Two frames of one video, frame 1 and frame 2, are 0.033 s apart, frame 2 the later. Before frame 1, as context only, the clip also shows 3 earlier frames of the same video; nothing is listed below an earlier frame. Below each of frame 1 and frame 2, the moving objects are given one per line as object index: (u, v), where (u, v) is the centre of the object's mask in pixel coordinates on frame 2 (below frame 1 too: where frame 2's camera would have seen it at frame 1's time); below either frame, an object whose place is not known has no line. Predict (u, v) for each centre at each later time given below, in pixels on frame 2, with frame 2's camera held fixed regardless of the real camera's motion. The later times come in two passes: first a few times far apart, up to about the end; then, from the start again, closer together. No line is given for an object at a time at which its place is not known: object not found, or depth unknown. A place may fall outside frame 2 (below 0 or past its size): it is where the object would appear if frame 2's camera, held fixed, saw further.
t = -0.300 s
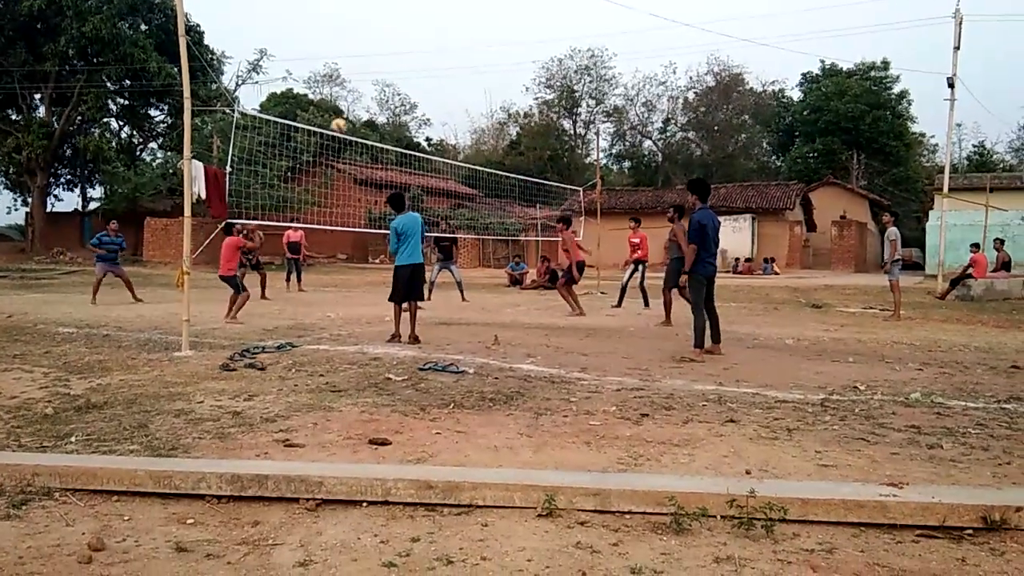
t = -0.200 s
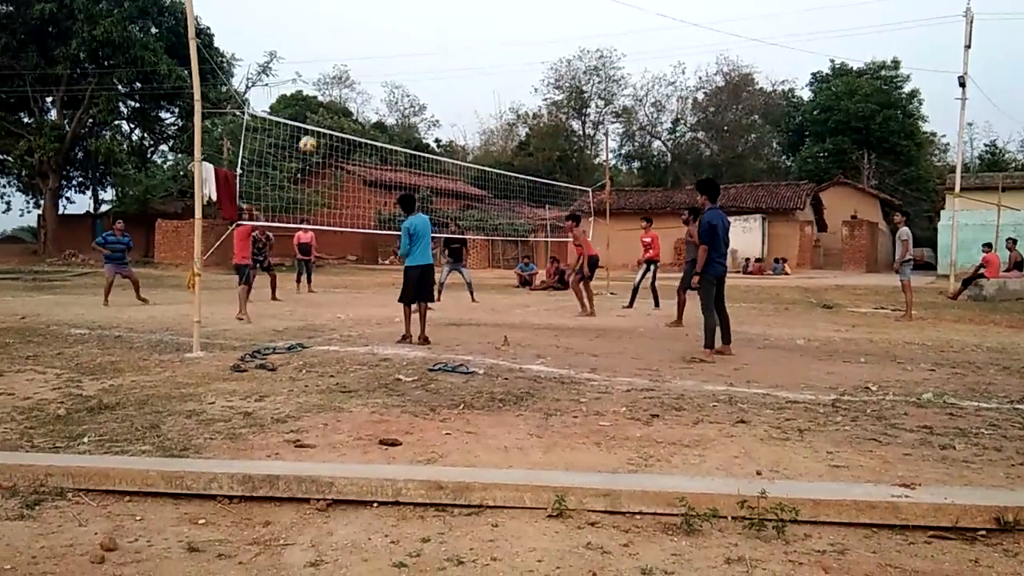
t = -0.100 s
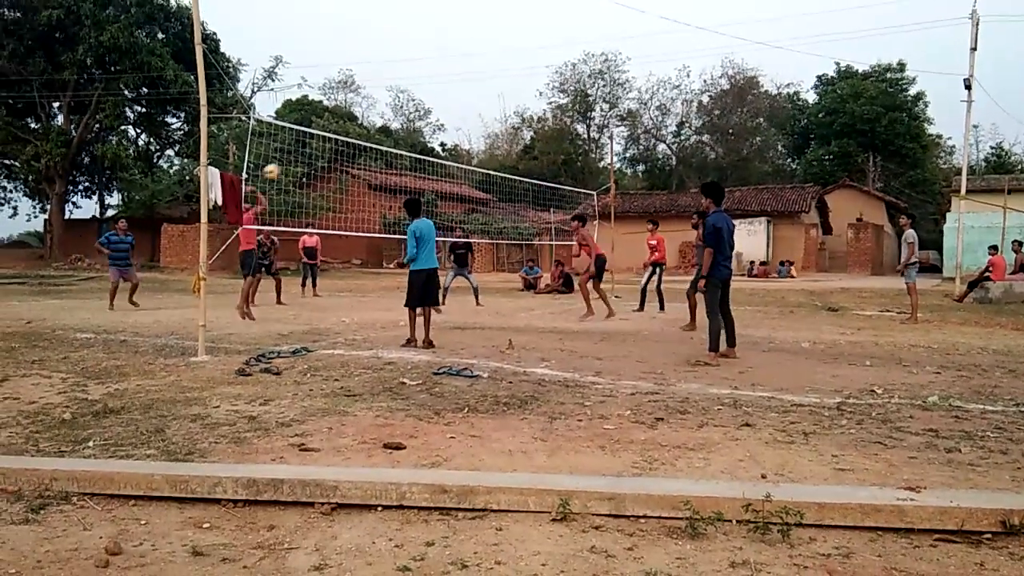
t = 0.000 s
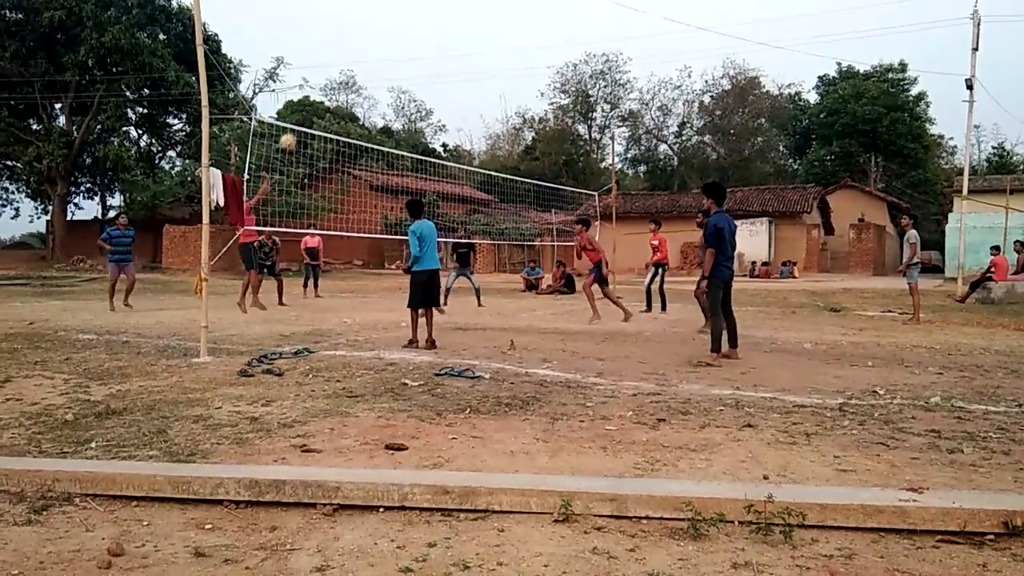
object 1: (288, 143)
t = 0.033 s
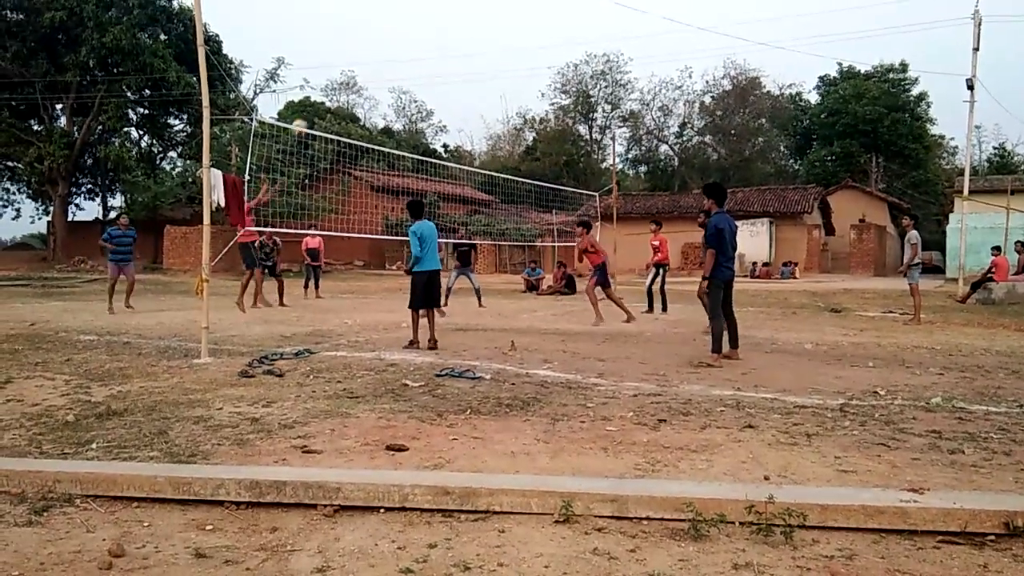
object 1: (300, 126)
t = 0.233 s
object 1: (358, 58)
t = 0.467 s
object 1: (421, 13)
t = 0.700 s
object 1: (480, 5)
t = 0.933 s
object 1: (535, 33)
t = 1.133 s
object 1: (577, 80)
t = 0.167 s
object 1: (340, 77)
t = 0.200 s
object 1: (349, 67)
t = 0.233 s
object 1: (358, 58)
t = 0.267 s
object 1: (368, 49)
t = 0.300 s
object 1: (377, 40)
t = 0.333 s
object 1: (386, 33)
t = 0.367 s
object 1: (394, 27)
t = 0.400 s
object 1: (403, 21)
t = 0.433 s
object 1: (412, 16)
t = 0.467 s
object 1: (421, 13)
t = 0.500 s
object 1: (430, 9)
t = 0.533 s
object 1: (438, 7)
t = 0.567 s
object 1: (446, 5)
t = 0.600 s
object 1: (455, 4)
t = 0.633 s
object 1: (463, 3)
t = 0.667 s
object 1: (472, 5)
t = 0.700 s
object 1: (480, 5)
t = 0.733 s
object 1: (489, 8)
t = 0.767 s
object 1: (496, 10)
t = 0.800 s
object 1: (504, 13)
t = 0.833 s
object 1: (512, 17)
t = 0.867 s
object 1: (520, 22)
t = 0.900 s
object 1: (527, 27)
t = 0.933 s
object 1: (535, 33)
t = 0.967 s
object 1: (542, 39)
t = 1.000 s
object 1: (549, 46)
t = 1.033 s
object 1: (556, 54)
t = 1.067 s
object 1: (563, 62)
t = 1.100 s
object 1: (570, 69)
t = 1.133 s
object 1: (577, 80)
